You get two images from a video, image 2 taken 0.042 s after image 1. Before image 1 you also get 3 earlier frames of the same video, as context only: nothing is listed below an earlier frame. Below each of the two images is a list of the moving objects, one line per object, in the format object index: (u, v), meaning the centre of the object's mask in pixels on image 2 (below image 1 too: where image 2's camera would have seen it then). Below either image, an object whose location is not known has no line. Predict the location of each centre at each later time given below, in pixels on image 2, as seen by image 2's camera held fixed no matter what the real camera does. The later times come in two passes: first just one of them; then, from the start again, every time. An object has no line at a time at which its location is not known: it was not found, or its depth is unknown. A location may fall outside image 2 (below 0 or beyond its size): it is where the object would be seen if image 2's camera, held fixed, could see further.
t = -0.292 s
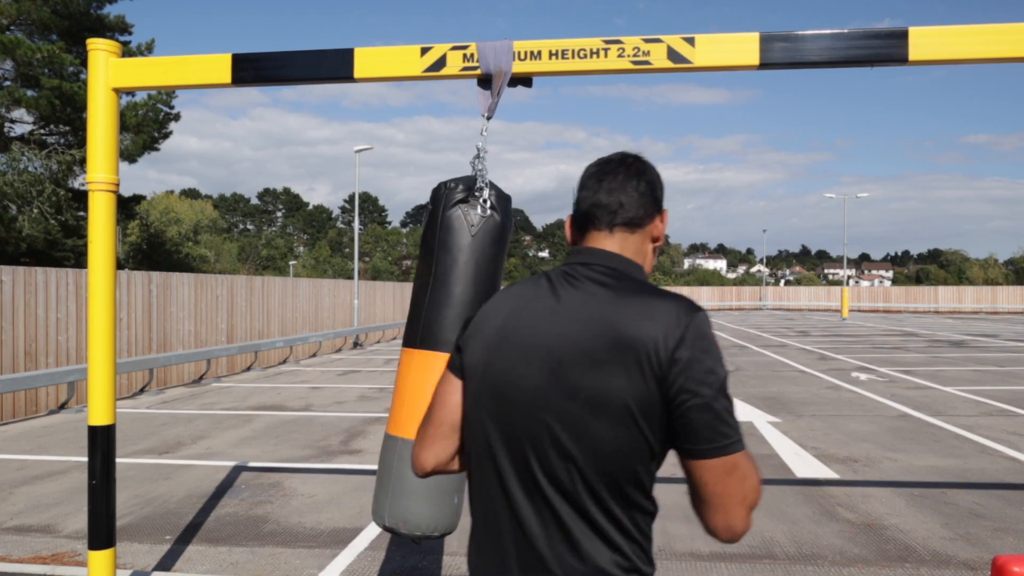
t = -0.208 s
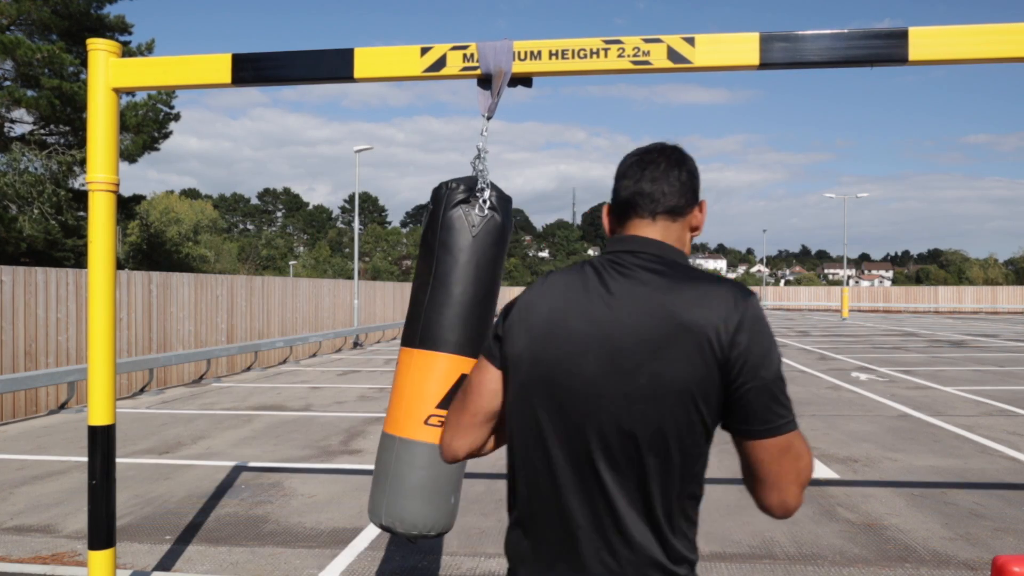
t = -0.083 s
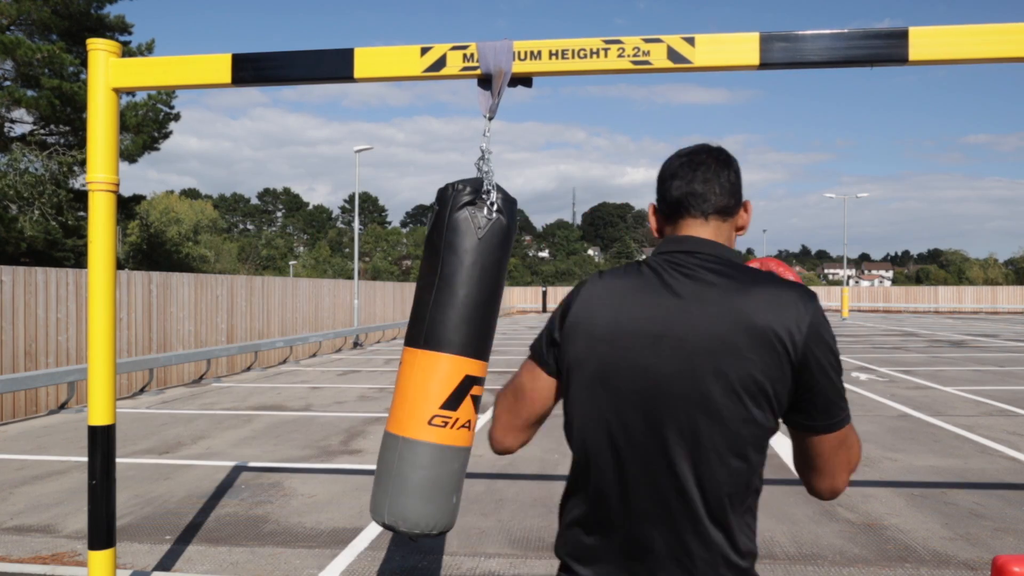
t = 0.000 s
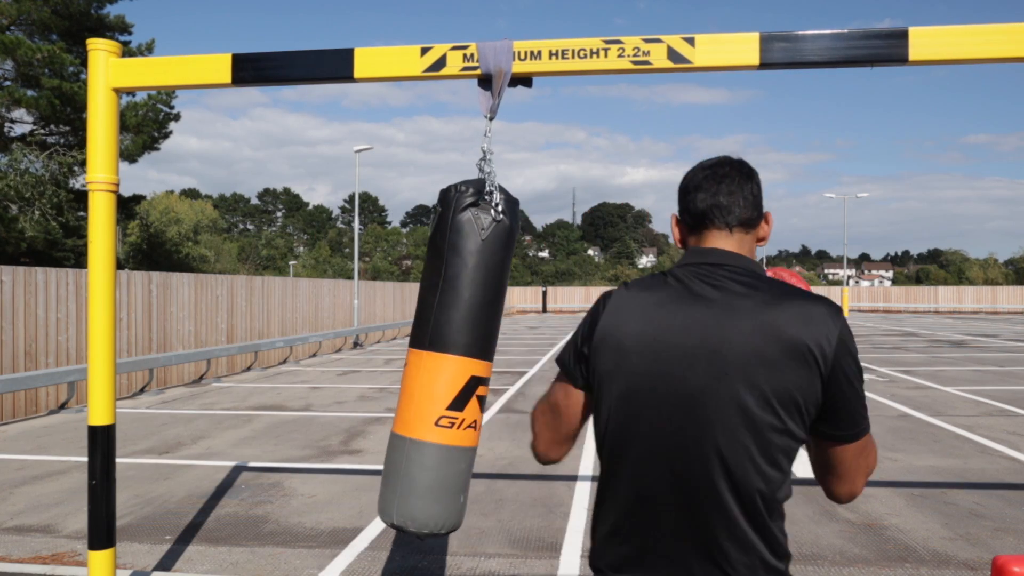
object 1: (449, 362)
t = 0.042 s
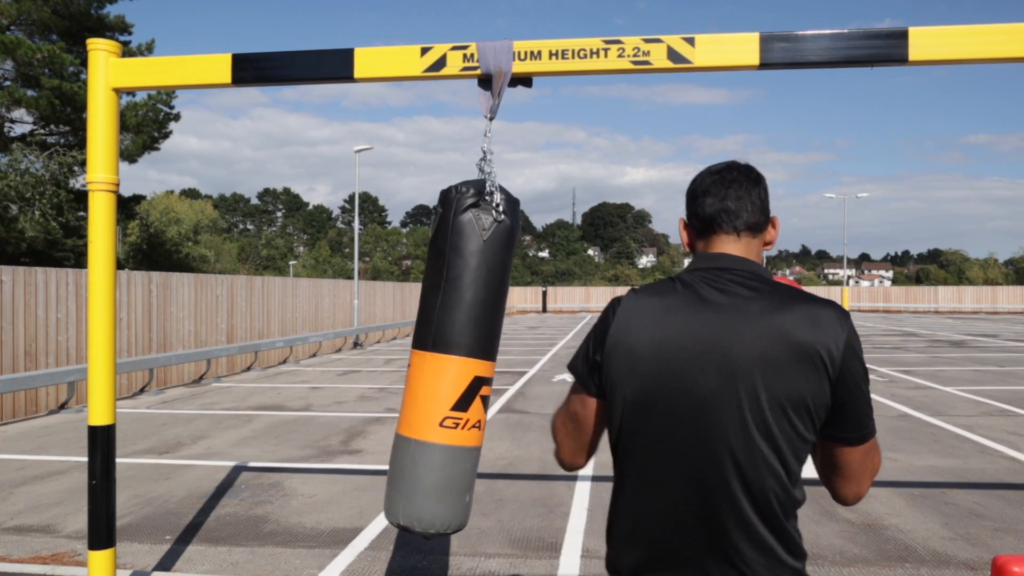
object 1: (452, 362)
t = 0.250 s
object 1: (474, 361)
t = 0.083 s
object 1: (455, 362)
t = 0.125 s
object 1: (460, 362)
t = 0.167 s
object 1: (464, 362)
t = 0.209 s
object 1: (469, 361)
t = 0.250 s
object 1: (474, 361)
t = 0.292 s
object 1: (479, 360)
